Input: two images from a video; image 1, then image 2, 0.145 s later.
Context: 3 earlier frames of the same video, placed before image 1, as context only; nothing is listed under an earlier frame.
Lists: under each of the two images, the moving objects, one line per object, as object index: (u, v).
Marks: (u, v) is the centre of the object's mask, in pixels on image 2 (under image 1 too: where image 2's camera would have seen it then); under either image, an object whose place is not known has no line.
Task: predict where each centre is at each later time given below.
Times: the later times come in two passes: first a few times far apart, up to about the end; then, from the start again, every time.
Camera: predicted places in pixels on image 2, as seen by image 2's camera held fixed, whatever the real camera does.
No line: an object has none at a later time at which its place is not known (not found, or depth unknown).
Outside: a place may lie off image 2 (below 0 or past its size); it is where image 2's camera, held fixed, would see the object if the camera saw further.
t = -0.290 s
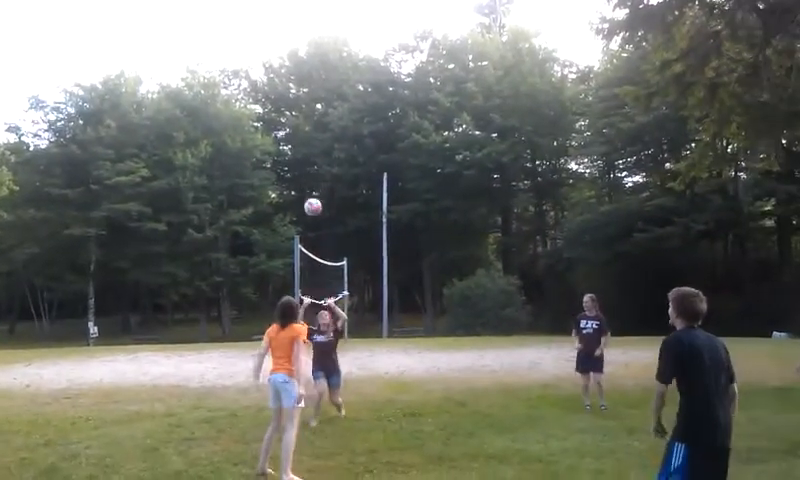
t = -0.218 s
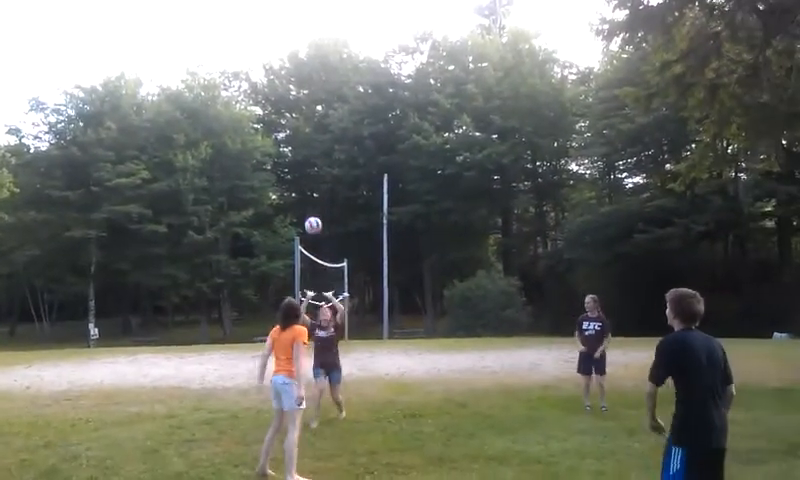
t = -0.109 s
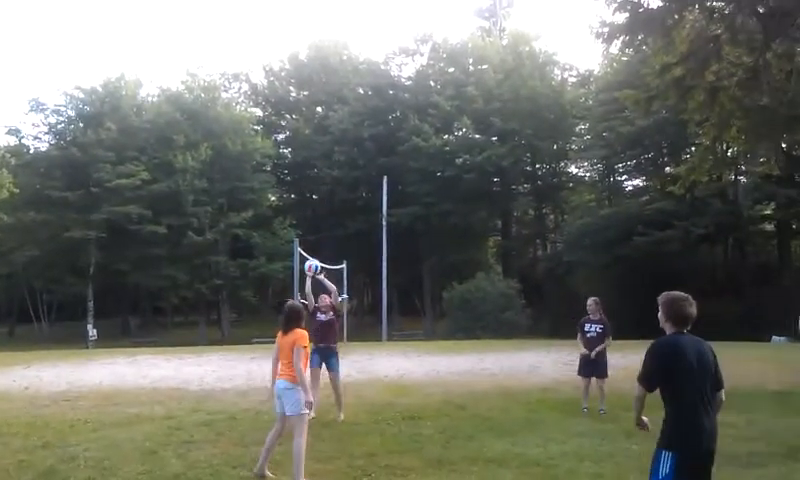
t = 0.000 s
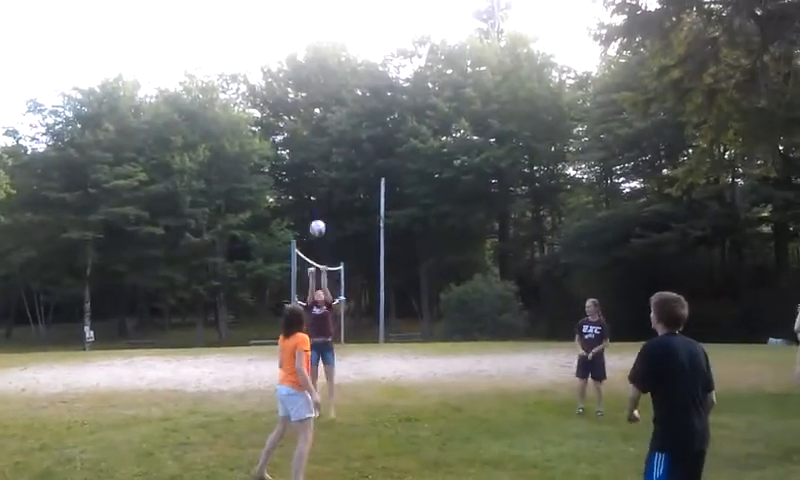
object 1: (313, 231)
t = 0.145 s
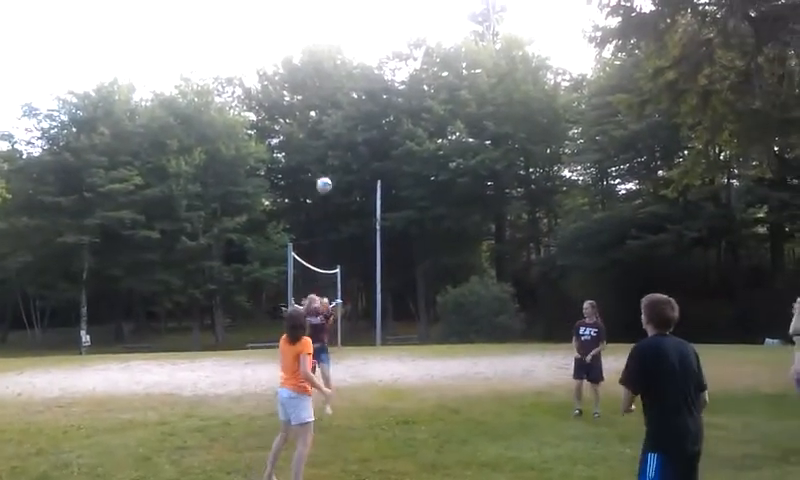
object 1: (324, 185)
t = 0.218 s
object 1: (329, 166)
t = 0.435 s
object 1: (344, 138)
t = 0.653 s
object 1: (359, 139)
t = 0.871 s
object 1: (374, 172)
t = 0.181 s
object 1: (326, 175)
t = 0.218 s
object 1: (329, 166)
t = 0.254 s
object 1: (332, 160)
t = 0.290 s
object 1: (334, 154)
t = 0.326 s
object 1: (337, 148)
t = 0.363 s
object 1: (339, 144)
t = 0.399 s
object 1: (341, 140)
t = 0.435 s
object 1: (344, 138)
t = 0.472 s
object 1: (346, 136)
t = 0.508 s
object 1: (349, 135)
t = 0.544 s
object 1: (351, 135)
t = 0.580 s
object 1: (354, 135)
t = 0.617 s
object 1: (357, 137)
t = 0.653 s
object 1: (359, 139)
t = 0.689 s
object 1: (362, 143)
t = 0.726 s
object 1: (364, 147)
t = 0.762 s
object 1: (367, 152)
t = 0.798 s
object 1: (370, 157)
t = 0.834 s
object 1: (372, 164)
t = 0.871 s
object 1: (374, 172)
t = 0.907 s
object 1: (376, 179)
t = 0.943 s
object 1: (378, 188)
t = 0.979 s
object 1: (380, 194)
